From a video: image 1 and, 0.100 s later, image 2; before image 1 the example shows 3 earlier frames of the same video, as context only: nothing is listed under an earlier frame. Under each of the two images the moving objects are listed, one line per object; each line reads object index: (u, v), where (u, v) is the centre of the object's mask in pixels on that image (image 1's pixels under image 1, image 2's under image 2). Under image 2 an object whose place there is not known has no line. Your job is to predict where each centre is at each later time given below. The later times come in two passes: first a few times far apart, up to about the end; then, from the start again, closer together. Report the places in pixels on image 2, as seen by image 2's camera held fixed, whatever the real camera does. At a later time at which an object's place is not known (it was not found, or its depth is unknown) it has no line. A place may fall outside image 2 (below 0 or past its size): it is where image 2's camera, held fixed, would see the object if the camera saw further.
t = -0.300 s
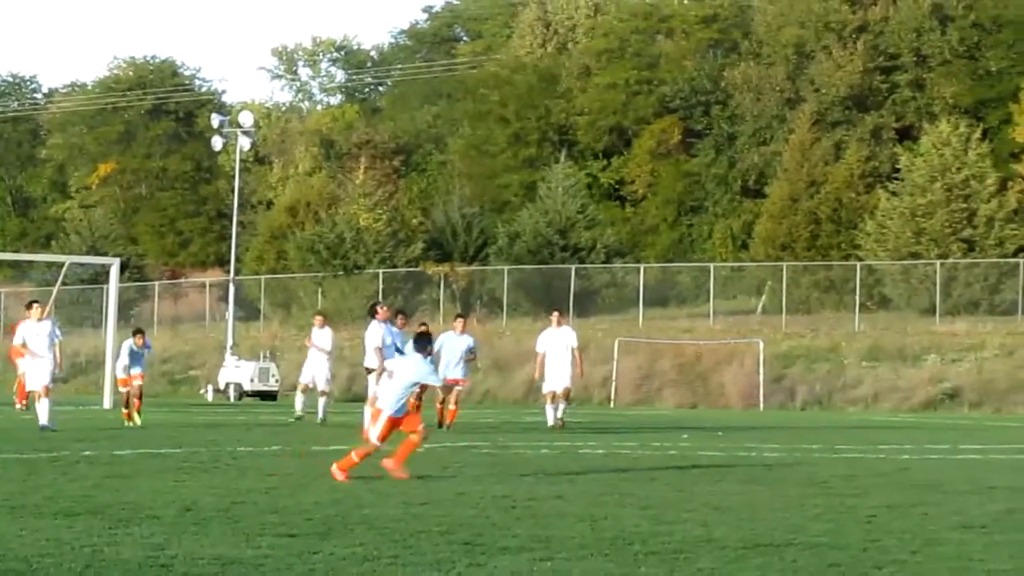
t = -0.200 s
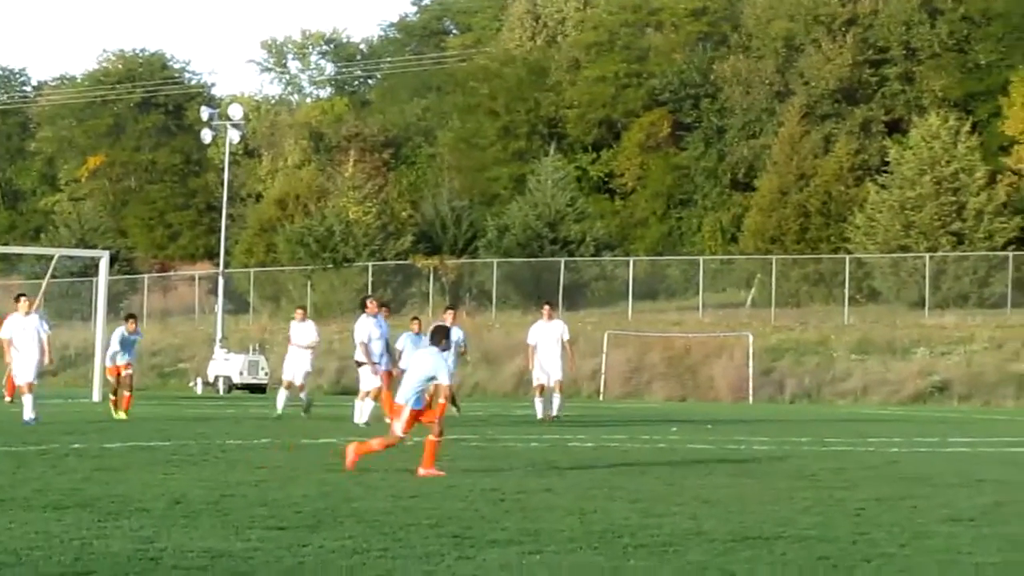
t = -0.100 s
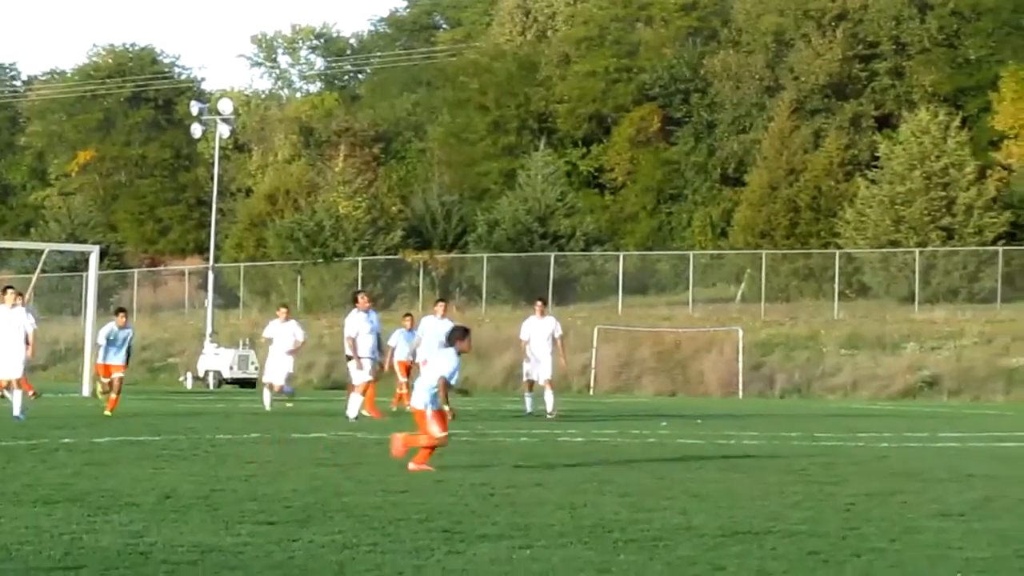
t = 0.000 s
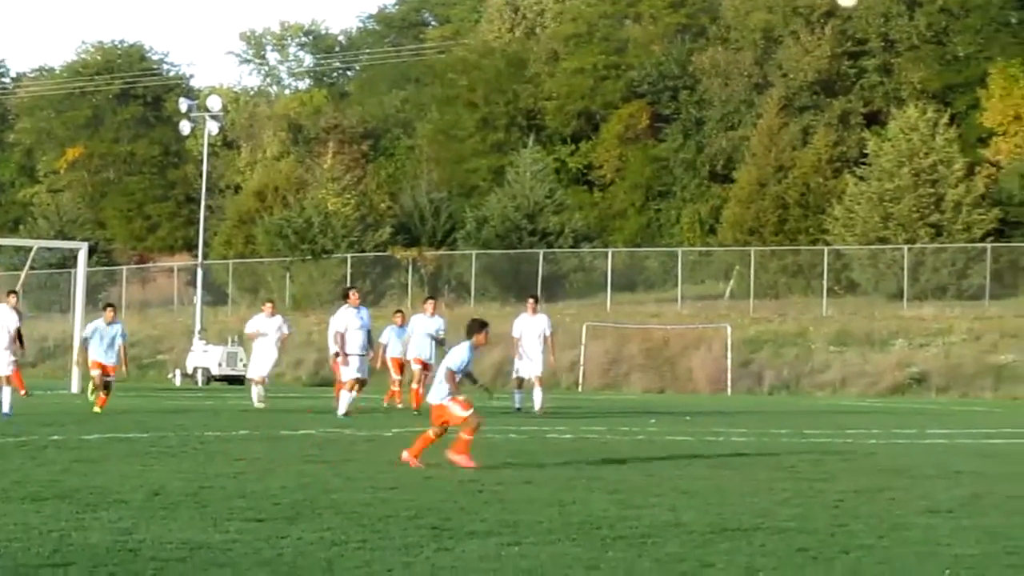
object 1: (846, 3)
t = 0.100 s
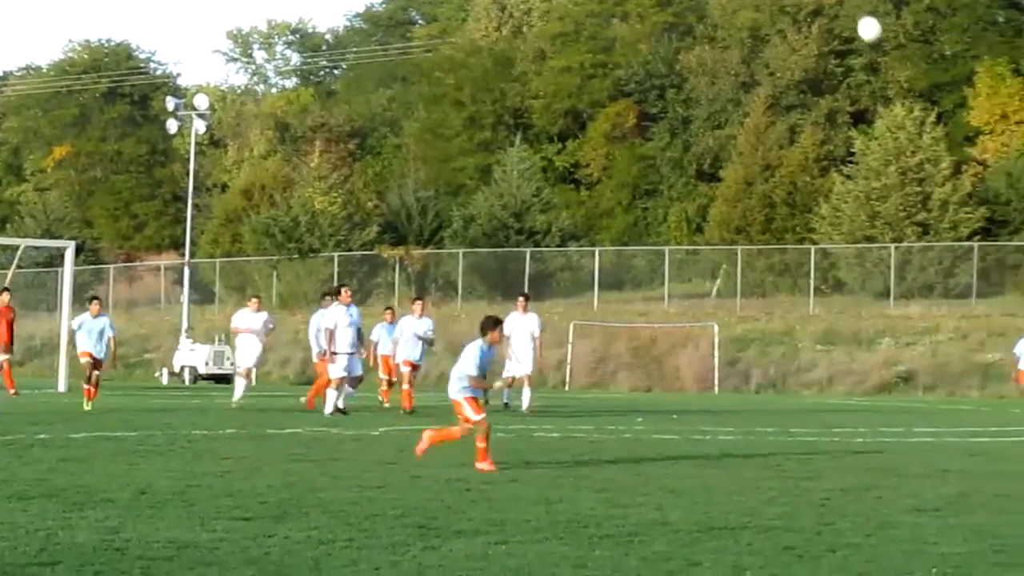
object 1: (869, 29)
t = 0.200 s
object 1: (905, 75)
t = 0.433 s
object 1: (997, 233)
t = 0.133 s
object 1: (880, 43)
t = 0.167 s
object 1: (893, 59)
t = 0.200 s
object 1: (905, 75)
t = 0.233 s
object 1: (918, 93)
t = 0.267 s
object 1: (930, 112)
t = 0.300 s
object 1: (943, 133)
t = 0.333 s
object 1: (955, 156)
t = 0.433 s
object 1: (997, 233)
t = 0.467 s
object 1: (1010, 262)
